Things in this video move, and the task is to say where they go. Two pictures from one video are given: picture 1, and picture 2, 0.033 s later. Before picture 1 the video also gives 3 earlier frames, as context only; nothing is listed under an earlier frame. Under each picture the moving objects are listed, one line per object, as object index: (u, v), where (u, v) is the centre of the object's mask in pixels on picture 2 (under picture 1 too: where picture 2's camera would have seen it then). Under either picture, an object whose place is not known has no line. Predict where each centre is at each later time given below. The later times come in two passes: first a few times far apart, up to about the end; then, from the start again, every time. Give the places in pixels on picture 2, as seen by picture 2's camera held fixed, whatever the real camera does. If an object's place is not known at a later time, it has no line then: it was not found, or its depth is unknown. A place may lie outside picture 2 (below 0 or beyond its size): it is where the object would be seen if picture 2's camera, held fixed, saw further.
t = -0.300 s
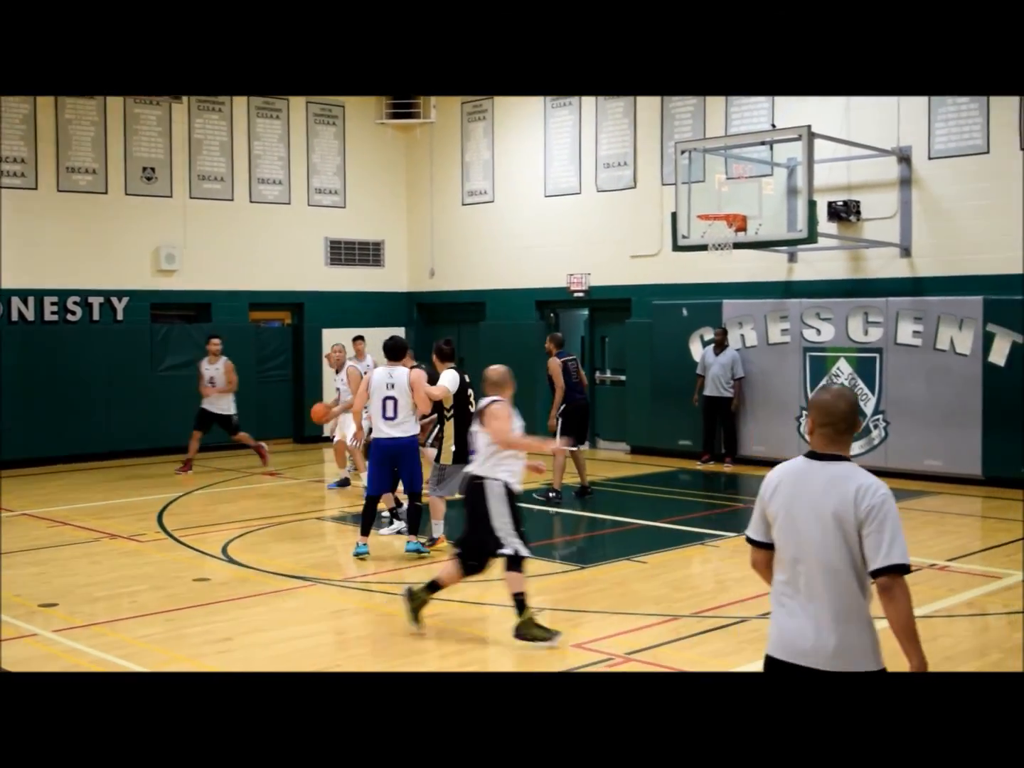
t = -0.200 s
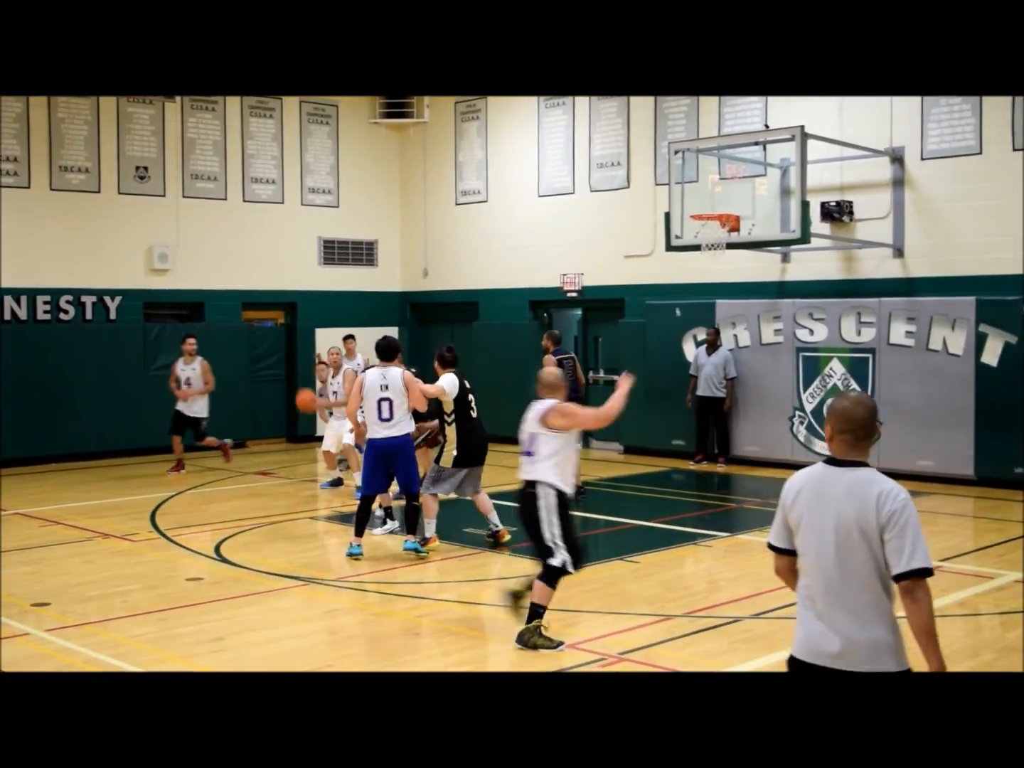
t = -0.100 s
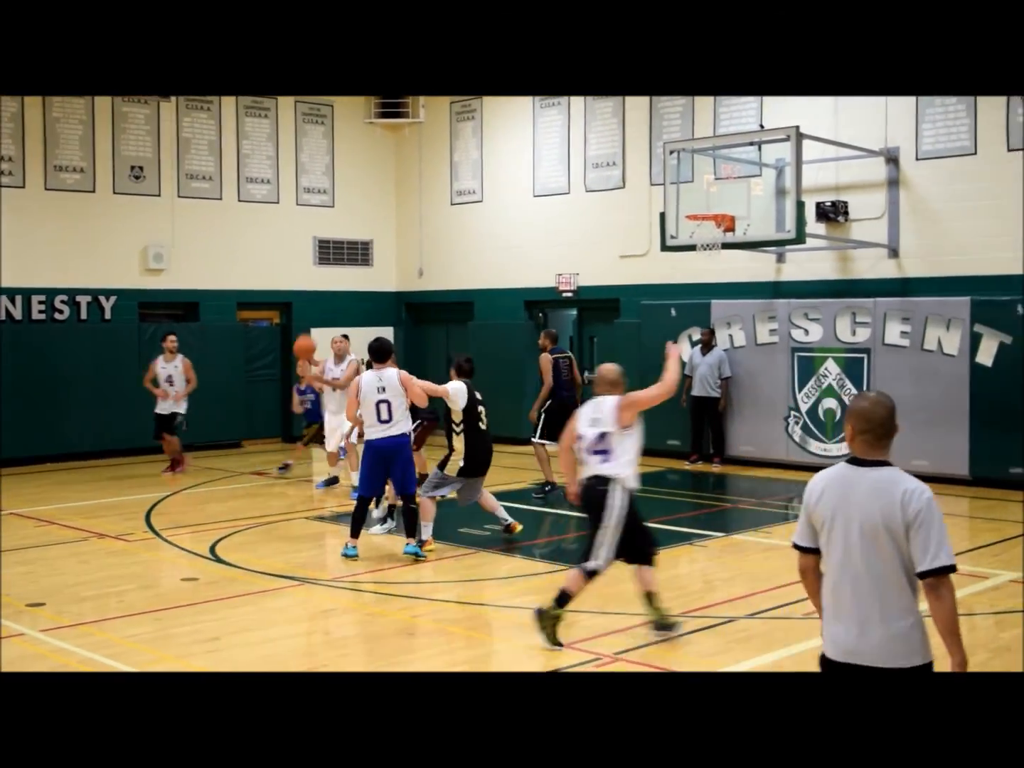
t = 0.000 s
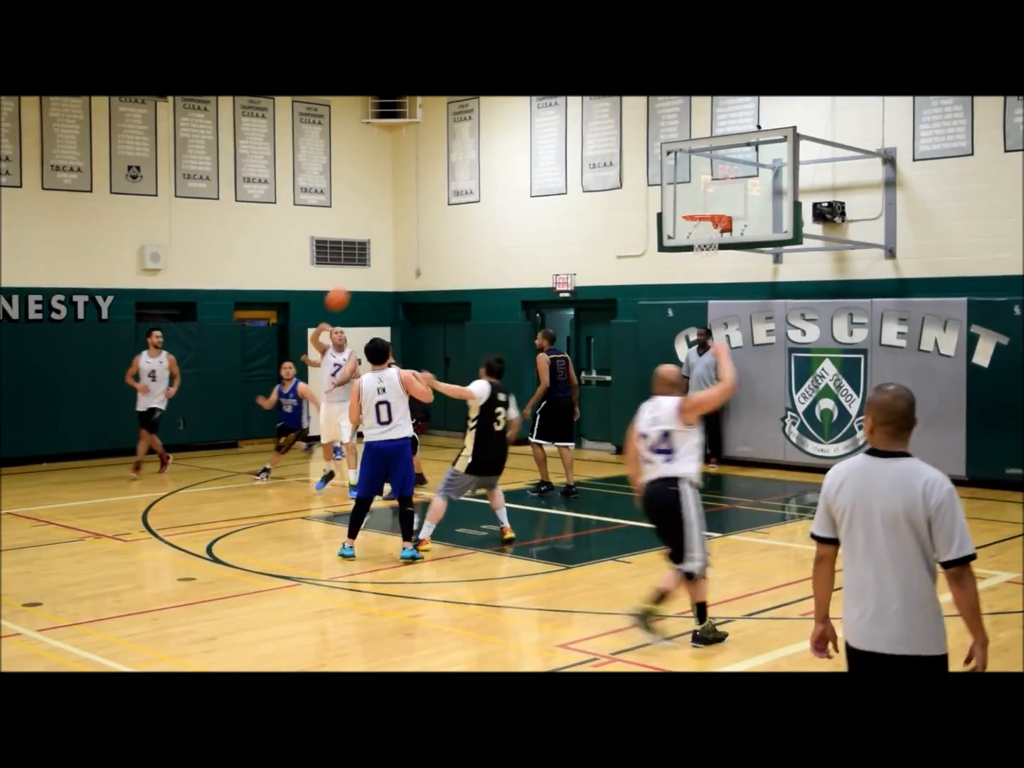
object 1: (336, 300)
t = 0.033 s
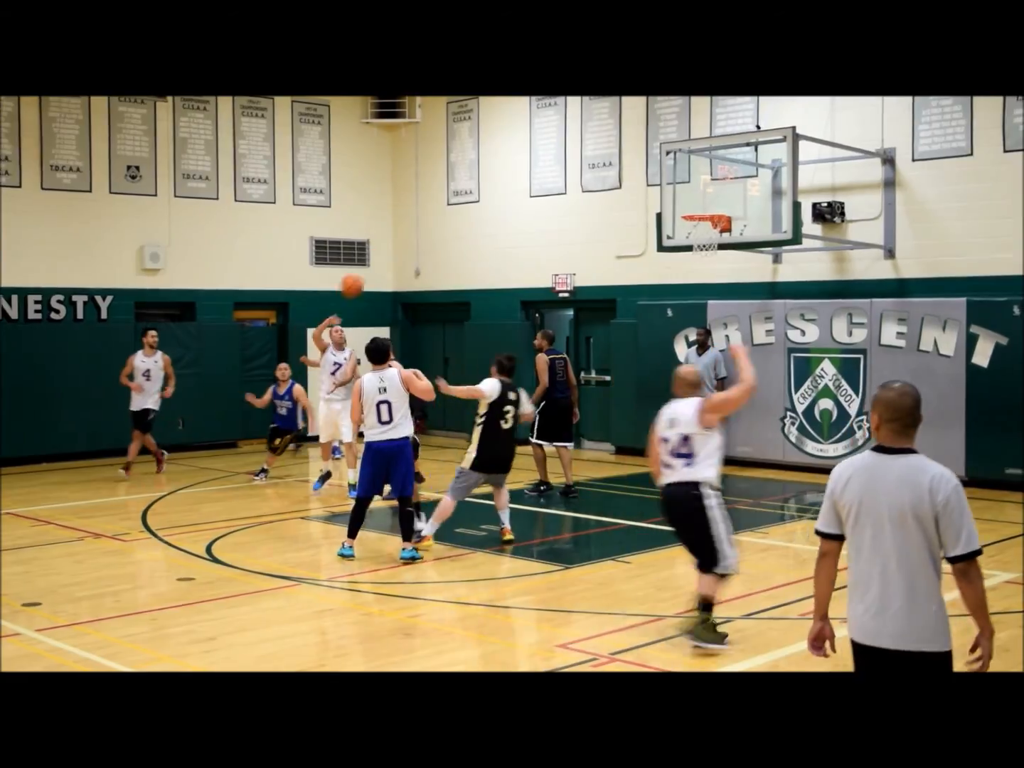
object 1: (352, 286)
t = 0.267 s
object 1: (468, 207)
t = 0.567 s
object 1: (659, 169)
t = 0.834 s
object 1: (888, 224)
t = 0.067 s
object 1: (367, 272)
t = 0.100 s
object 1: (382, 259)
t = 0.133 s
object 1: (399, 247)
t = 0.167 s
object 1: (415, 236)
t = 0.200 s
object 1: (432, 225)
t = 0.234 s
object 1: (449, 216)
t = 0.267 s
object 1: (468, 207)
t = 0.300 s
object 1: (487, 198)
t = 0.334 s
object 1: (506, 191)
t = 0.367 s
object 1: (526, 185)
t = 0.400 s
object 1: (546, 179)
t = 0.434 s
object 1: (567, 175)
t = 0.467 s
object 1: (590, 172)
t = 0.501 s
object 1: (612, 170)
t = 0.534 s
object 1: (636, 168)
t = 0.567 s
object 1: (659, 169)
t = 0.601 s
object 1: (685, 170)
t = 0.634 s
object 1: (711, 173)
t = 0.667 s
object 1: (737, 177)
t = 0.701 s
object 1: (766, 183)
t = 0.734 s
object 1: (794, 191)
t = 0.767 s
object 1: (825, 202)
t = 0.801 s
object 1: (855, 211)
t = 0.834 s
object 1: (888, 224)
